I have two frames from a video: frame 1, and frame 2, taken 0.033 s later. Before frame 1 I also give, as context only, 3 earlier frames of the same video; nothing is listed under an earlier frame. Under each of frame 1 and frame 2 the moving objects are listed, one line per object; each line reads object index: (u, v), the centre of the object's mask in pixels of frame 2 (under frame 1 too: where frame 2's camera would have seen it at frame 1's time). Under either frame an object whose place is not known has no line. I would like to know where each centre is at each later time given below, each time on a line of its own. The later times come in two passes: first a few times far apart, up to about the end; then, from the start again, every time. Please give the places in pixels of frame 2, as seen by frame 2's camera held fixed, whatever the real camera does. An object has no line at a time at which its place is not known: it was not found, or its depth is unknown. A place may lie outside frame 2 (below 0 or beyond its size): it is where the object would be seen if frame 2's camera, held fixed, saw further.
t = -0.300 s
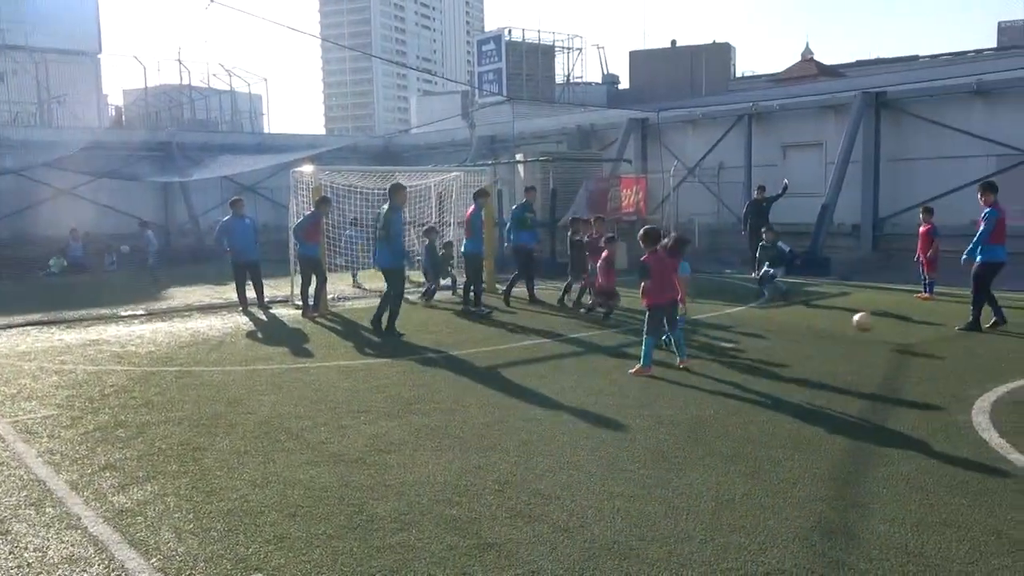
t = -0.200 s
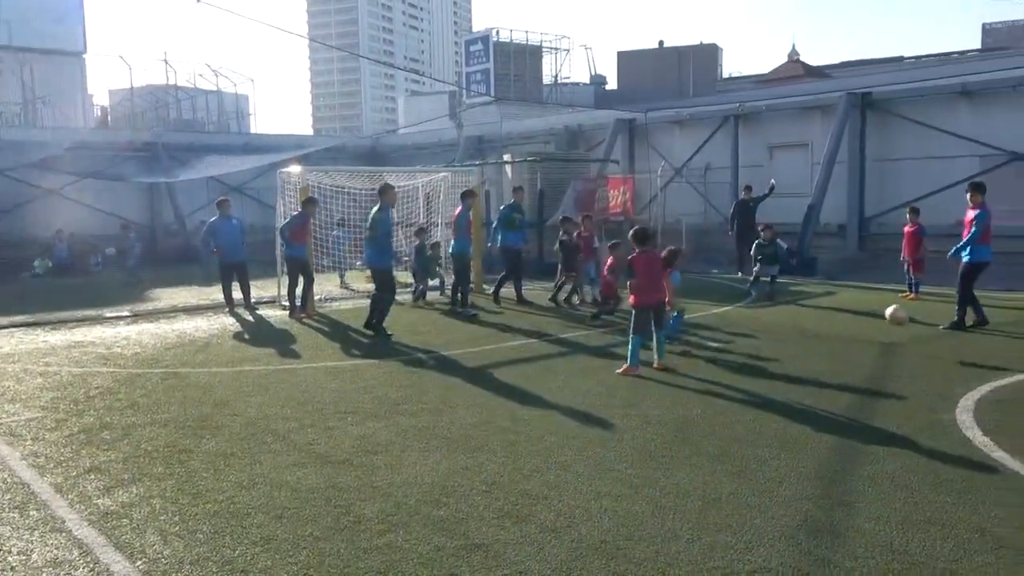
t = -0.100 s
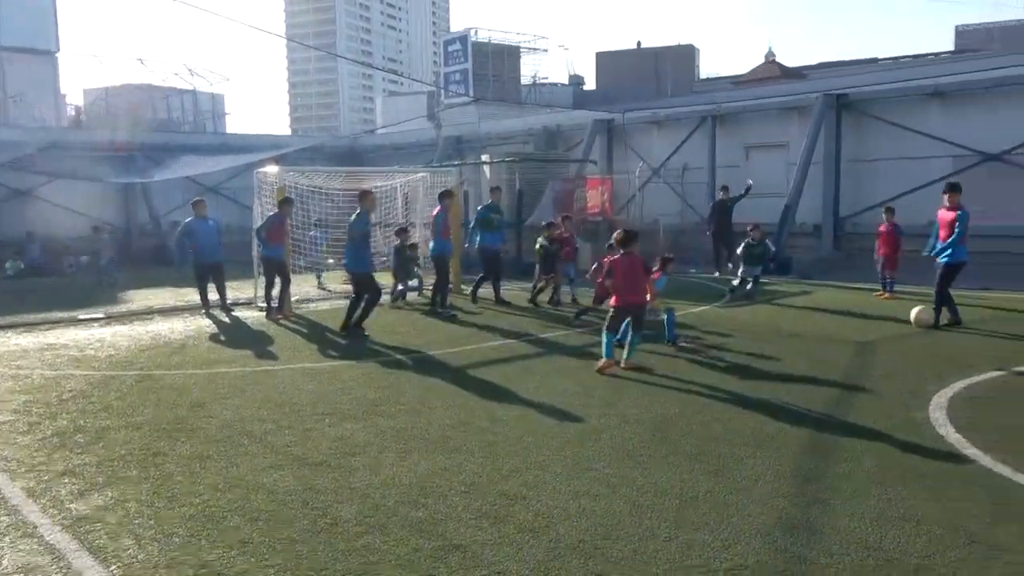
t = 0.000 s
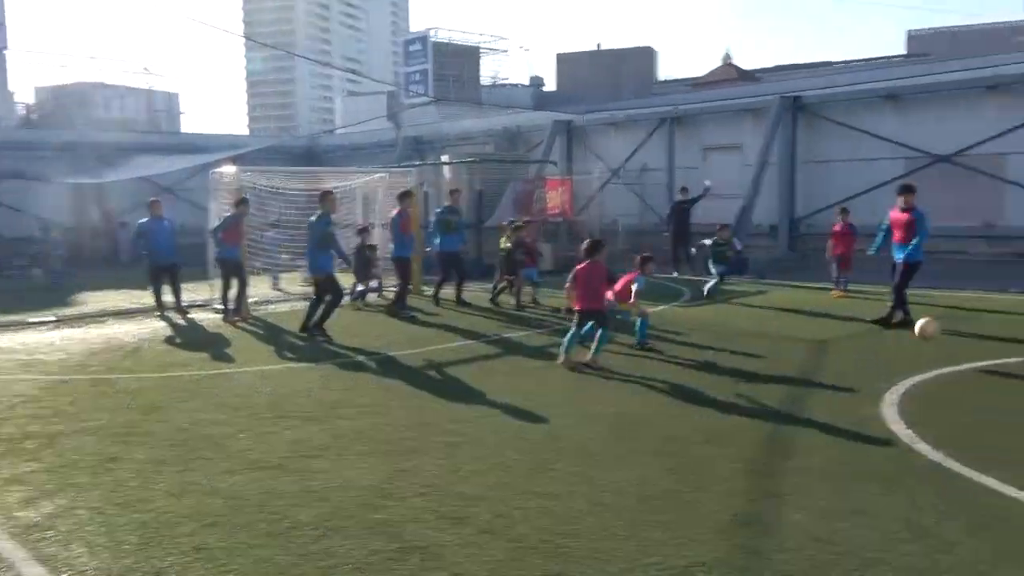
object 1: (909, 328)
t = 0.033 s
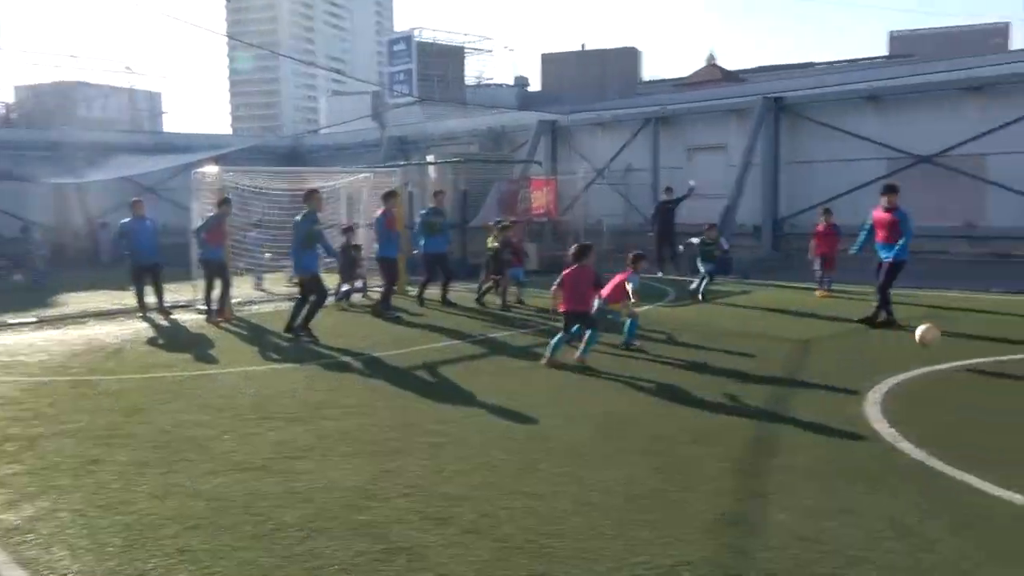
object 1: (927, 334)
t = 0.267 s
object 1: (1059, 352)
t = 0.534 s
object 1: (1239, 381)
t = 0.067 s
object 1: (944, 342)
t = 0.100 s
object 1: (964, 354)
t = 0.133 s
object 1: (982, 354)
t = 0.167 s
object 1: (1002, 352)
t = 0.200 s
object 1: (1020, 350)
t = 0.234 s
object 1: (1040, 351)
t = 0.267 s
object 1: (1059, 352)
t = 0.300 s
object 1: (1080, 355)
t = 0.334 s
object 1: (1102, 359)
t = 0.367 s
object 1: (1122, 365)
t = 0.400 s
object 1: (1144, 372)
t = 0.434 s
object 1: (1166, 379)
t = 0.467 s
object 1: (1191, 379)
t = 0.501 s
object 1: (1216, 379)
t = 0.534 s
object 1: (1239, 381)
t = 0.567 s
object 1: (1265, 384)
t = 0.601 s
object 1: (1293, 389)
